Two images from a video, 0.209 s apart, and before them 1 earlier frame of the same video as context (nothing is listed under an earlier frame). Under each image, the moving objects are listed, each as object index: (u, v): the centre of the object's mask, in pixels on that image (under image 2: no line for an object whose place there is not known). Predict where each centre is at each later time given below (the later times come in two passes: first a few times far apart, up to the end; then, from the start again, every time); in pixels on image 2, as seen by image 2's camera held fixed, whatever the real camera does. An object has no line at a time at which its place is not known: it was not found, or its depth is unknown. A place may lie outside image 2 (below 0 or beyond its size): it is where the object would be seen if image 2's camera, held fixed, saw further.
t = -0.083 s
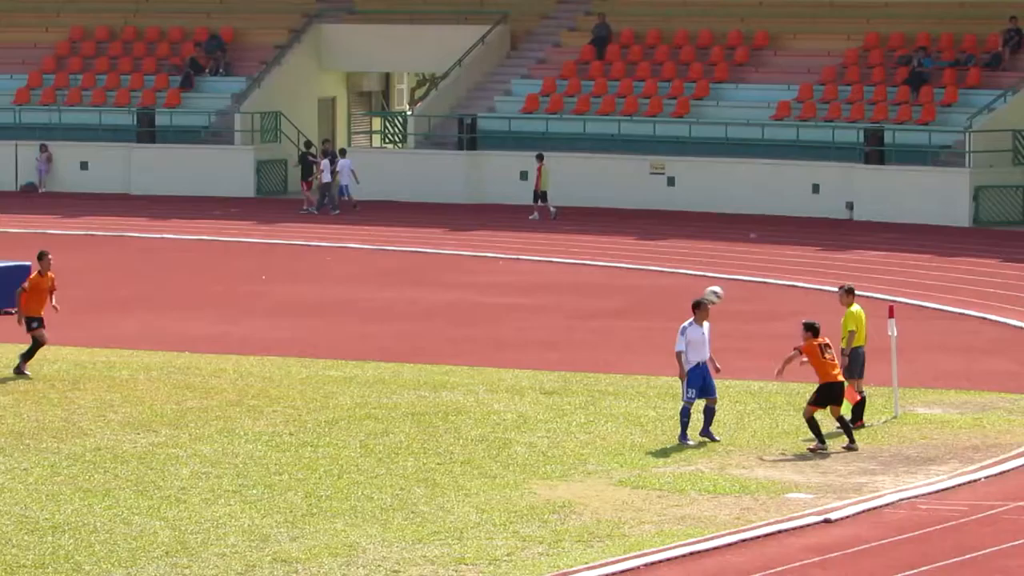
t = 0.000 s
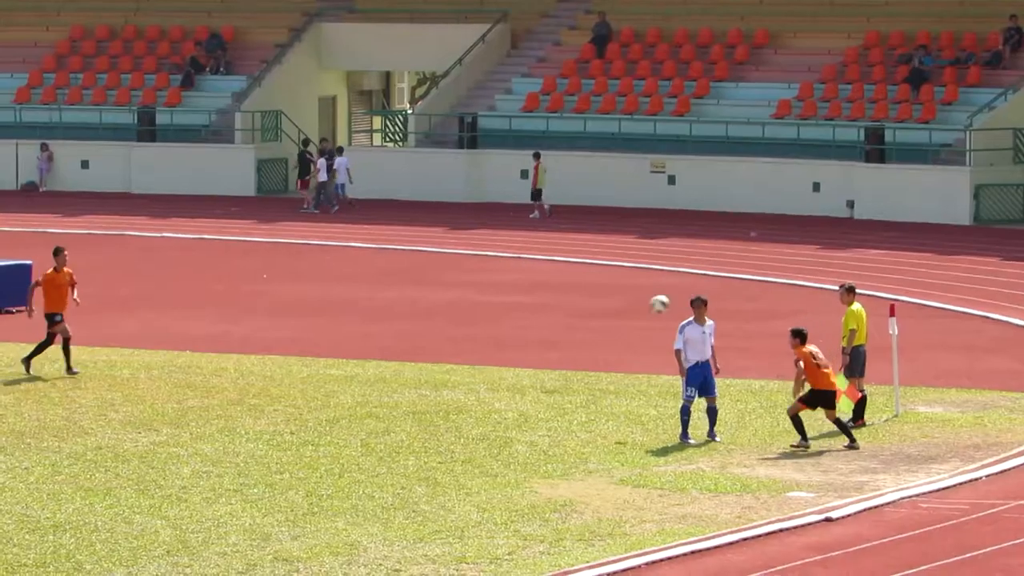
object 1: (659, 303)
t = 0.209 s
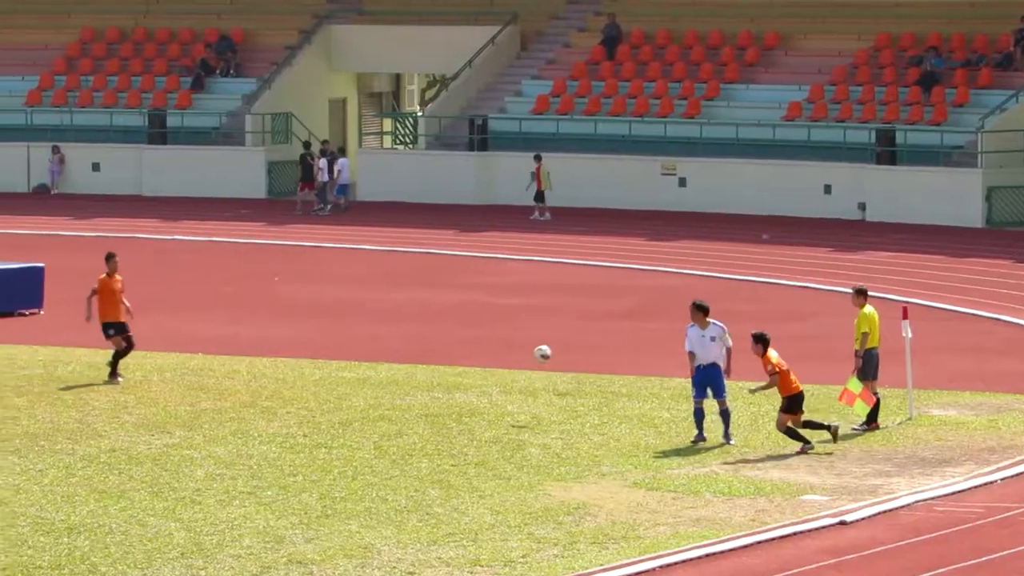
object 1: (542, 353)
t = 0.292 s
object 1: (494, 382)
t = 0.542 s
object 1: (400, 346)
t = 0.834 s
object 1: (314, 313)
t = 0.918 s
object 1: (291, 316)
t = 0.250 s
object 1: (518, 367)
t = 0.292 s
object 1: (494, 382)
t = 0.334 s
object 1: (470, 397)
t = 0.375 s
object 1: (452, 398)
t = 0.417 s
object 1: (439, 383)
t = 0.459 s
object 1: (426, 369)
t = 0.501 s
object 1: (414, 357)
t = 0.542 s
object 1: (400, 346)
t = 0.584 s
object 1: (388, 337)
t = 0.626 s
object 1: (376, 329)
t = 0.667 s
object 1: (363, 323)
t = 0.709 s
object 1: (351, 318)
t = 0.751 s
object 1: (340, 315)
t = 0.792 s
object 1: (326, 314)
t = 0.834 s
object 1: (314, 313)
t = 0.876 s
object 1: (303, 314)
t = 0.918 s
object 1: (291, 316)
